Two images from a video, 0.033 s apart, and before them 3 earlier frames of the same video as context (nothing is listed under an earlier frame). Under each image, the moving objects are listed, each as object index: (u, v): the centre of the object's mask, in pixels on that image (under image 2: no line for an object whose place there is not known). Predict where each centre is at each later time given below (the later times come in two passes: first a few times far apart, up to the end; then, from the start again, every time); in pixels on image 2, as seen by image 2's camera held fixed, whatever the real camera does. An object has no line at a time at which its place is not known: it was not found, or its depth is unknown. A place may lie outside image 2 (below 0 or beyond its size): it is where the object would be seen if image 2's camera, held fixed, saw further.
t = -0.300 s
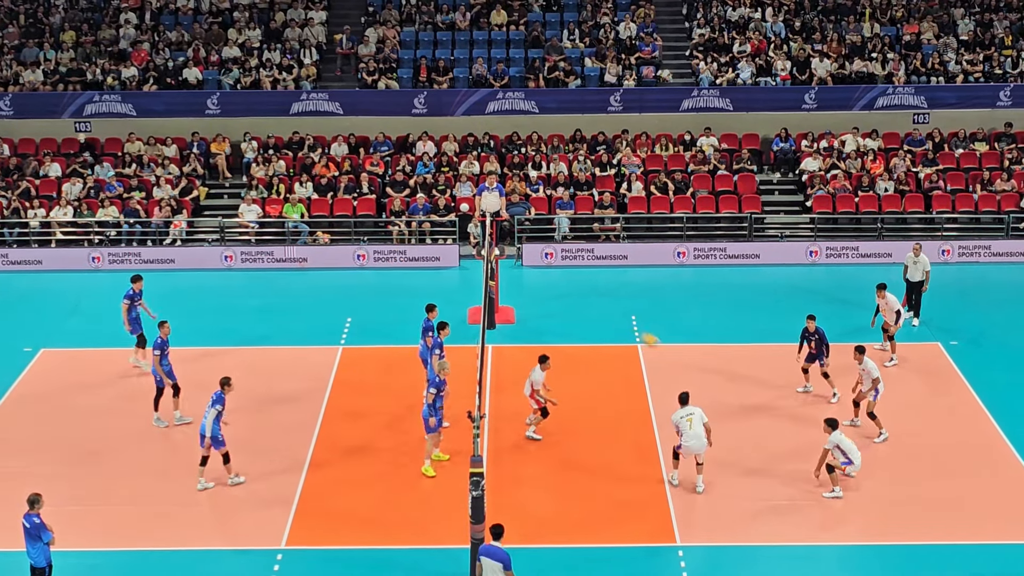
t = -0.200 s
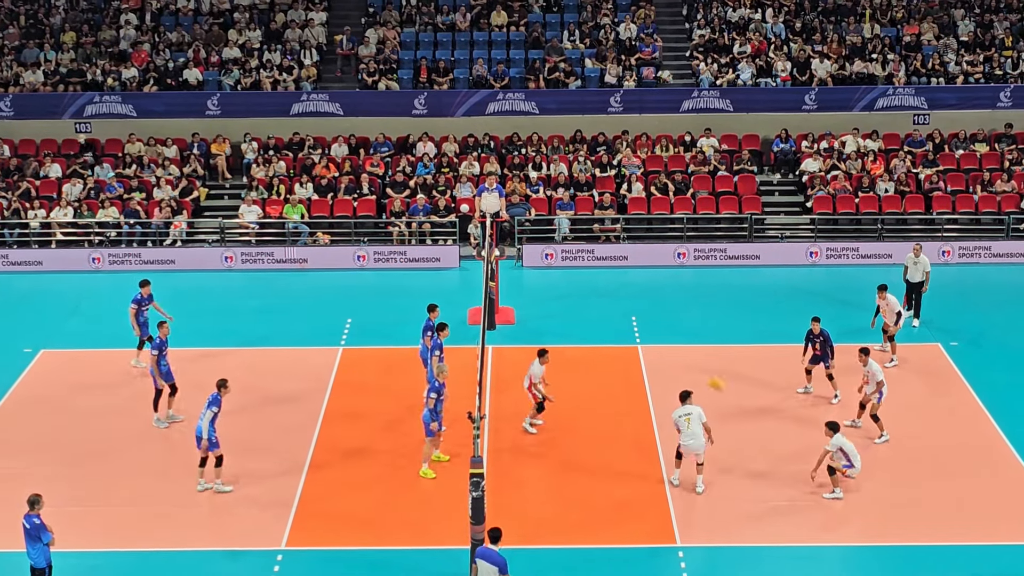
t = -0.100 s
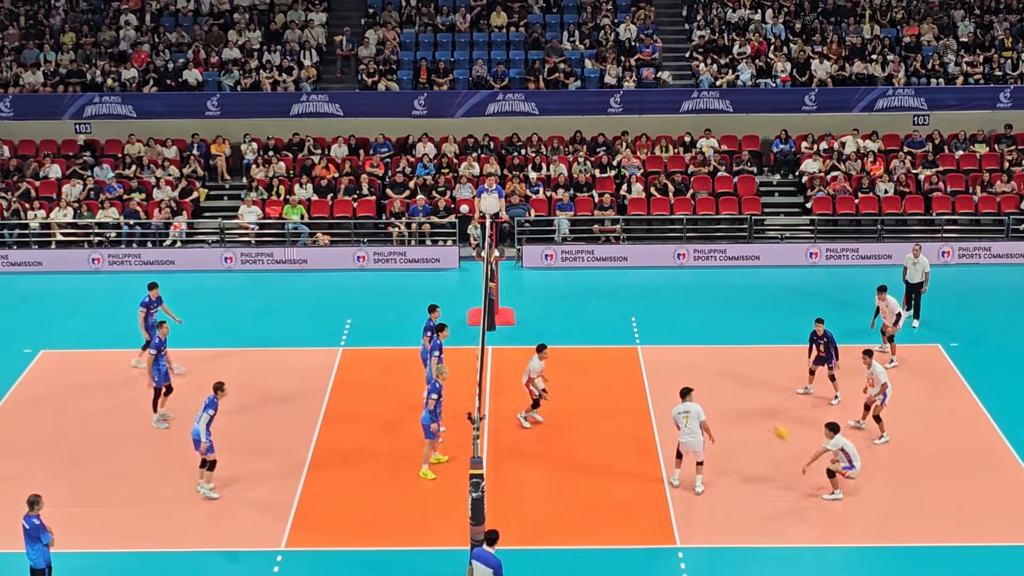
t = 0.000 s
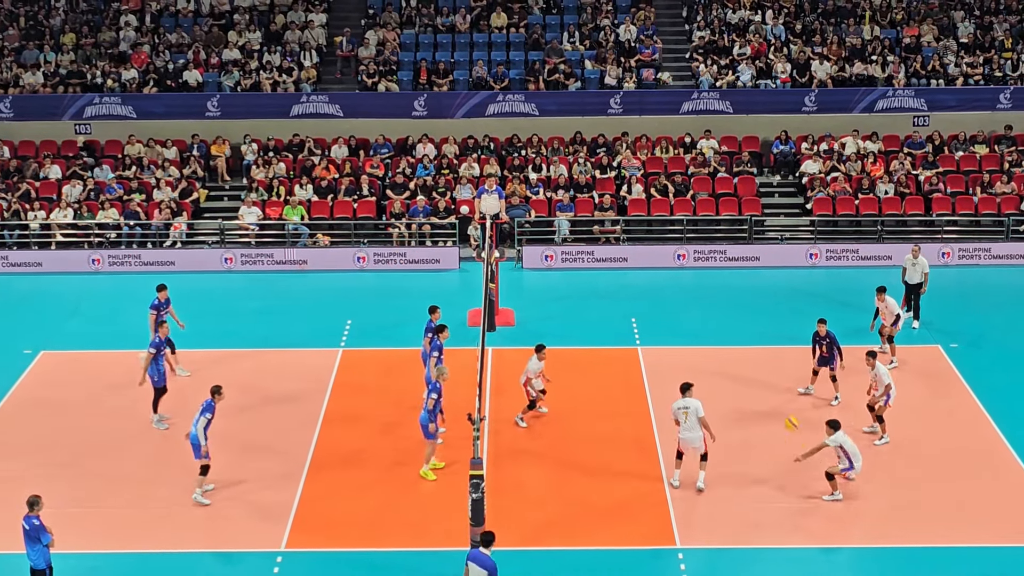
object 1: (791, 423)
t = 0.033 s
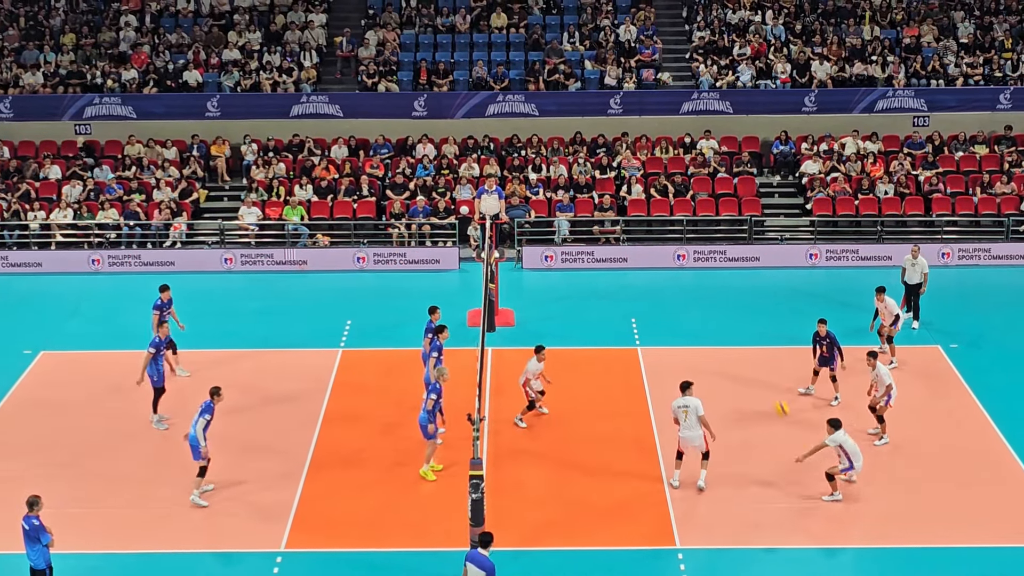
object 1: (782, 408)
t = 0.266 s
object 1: (723, 321)
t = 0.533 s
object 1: (663, 265)
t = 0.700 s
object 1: (628, 252)
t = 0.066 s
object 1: (773, 394)
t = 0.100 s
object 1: (764, 381)
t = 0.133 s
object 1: (755, 367)
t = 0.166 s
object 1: (747, 354)
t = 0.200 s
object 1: (739, 342)
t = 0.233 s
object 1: (732, 331)
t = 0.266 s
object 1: (723, 321)
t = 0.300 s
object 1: (715, 312)
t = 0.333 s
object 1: (708, 303)
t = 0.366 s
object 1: (700, 295)
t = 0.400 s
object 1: (693, 288)
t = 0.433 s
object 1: (685, 281)
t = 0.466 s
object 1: (677, 275)
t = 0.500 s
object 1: (670, 271)
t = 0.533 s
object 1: (663, 265)
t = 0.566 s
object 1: (656, 261)
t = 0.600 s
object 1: (649, 257)
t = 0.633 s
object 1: (642, 255)
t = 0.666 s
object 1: (635, 253)
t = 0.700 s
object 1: (628, 252)
